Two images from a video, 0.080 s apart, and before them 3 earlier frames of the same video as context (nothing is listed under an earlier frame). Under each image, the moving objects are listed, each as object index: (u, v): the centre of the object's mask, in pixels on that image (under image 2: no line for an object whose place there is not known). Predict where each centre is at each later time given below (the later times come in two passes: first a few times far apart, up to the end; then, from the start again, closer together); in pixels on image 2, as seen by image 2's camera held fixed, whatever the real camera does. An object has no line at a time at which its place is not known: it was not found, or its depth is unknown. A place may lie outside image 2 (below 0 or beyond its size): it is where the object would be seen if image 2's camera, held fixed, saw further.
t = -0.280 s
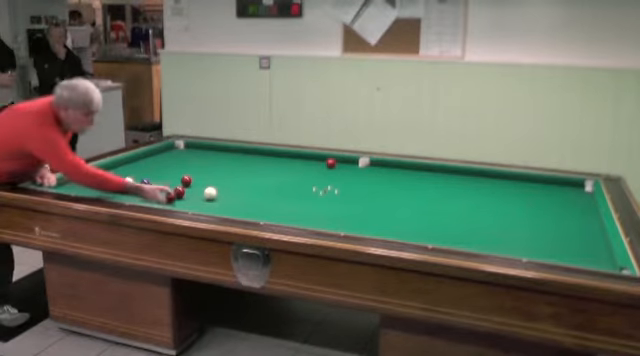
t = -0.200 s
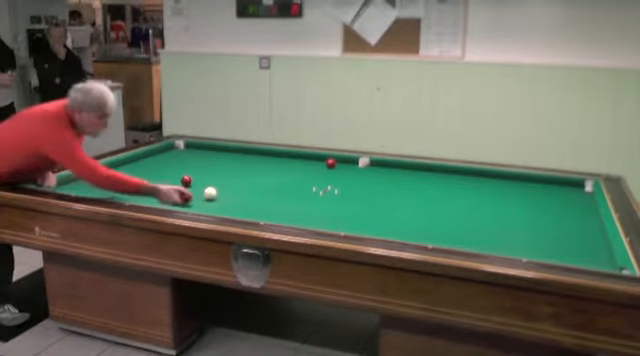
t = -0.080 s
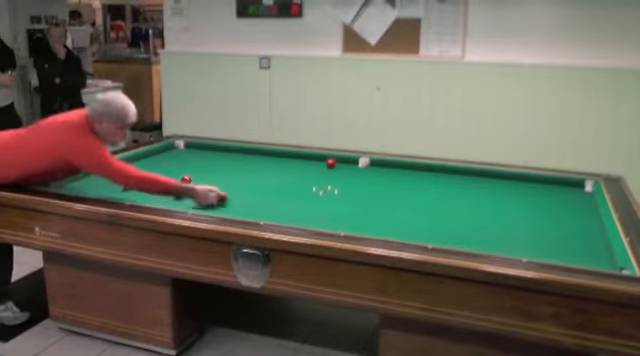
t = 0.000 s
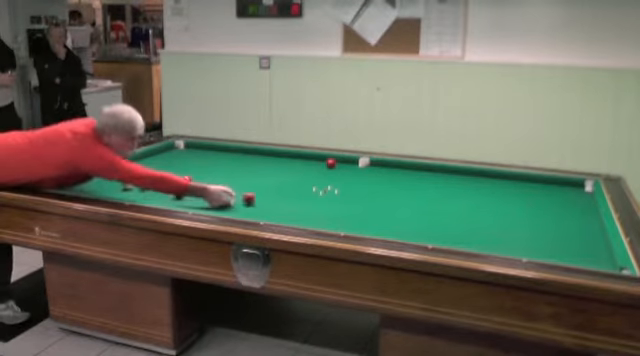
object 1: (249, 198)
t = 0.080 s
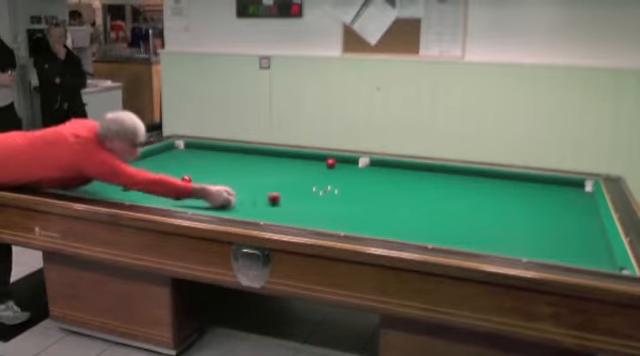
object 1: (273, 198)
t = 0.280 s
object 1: (328, 197)
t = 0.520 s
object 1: (389, 197)
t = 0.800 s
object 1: (456, 196)
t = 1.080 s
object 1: (518, 195)
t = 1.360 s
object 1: (575, 194)
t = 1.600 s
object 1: (563, 188)
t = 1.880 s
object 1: (532, 181)
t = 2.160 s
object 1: (505, 177)
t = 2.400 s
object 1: (483, 176)
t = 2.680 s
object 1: (457, 176)
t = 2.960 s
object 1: (432, 176)
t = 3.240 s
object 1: (407, 175)
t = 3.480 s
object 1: (385, 175)
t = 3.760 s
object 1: (361, 175)
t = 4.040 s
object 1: (337, 175)
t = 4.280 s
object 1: (317, 174)
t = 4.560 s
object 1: (294, 174)
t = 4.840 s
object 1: (271, 174)
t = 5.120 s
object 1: (250, 174)
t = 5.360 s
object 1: (232, 173)
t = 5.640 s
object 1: (212, 173)
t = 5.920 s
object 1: (192, 173)
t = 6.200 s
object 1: (174, 172)
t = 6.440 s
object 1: (159, 172)
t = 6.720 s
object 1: (142, 172)
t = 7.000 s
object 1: (125, 172)
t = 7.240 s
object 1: (112, 172)
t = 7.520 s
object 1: (98, 171)
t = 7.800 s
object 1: (95, 171)
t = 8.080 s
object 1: (97, 173)
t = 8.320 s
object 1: (99, 174)
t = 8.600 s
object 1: (103, 177)
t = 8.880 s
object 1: (105, 178)
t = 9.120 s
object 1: (107, 180)
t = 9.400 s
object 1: (109, 181)
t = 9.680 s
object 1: (111, 181)
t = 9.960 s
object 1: (112, 182)
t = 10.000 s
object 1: (112, 182)
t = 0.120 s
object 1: (286, 198)
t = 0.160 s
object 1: (297, 198)
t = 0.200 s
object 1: (307, 198)
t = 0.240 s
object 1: (318, 197)
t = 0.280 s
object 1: (328, 197)
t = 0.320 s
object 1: (339, 197)
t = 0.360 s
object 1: (349, 197)
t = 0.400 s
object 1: (359, 197)
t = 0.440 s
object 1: (369, 197)
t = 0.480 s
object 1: (379, 197)
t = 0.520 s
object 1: (389, 197)
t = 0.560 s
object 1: (399, 197)
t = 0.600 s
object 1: (409, 196)
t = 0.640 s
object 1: (419, 197)
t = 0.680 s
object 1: (428, 196)
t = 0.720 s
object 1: (437, 196)
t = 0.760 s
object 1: (447, 196)
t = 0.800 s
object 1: (456, 196)
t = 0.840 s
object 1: (465, 196)
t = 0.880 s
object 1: (475, 196)
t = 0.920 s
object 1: (483, 195)
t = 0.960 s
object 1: (492, 195)
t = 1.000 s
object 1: (501, 195)
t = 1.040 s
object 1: (510, 195)
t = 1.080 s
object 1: (518, 195)
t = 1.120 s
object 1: (527, 195)
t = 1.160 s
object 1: (535, 195)
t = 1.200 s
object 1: (544, 194)
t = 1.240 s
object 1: (551, 194)
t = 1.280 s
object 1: (560, 194)
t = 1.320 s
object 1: (568, 194)
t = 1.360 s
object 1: (575, 194)
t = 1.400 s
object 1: (583, 194)
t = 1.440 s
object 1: (586, 193)
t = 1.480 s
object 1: (579, 192)
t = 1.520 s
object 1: (573, 191)
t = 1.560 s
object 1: (569, 190)
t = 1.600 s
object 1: (563, 188)
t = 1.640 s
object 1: (558, 187)
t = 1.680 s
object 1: (554, 186)
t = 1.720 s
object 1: (549, 185)
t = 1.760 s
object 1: (545, 183)
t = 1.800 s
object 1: (540, 183)
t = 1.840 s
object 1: (536, 181)
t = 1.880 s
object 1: (532, 181)
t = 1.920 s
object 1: (528, 180)
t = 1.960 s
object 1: (524, 179)
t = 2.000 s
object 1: (519, 178)
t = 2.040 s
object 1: (516, 178)
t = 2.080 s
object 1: (512, 177)
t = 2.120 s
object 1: (509, 177)
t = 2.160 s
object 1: (505, 177)
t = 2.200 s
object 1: (501, 176)
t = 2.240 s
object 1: (498, 176)
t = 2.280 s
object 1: (495, 176)
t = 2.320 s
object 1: (491, 176)
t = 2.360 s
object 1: (487, 176)
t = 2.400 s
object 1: (483, 176)
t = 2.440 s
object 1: (479, 176)
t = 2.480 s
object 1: (476, 176)
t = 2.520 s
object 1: (472, 177)
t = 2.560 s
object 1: (468, 177)
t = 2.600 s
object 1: (465, 176)
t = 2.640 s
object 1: (461, 176)
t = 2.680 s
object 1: (457, 176)
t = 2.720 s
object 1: (454, 176)
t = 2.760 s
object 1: (450, 176)
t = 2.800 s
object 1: (446, 176)
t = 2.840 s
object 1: (443, 176)
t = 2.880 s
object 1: (439, 177)
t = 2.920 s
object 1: (436, 177)
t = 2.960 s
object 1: (432, 176)
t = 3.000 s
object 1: (428, 176)
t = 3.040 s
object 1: (425, 176)
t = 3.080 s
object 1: (422, 176)
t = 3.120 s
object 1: (418, 176)
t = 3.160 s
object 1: (414, 176)
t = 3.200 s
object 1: (410, 175)
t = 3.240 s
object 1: (407, 175)
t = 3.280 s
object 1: (403, 175)
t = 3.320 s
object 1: (400, 175)
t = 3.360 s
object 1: (396, 175)
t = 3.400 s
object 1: (393, 175)
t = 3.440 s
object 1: (389, 175)
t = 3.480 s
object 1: (385, 175)
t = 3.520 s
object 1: (382, 175)
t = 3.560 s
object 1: (378, 175)
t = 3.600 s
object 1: (375, 175)
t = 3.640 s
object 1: (371, 175)
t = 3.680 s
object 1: (368, 175)
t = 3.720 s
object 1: (365, 175)
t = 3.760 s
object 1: (361, 175)
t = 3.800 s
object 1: (358, 175)
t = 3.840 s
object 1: (354, 175)
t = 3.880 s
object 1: (350, 175)
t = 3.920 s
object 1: (347, 175)
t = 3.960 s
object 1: (344, 175)
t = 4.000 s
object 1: (340, 175)
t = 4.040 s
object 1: (337, 175)
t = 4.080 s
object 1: (334, 175)
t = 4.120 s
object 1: (330, 175)
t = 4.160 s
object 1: (326, 175)
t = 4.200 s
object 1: (323, 175)
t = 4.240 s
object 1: (320, 175)
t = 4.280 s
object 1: (317, 174)
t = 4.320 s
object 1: (313, 174)
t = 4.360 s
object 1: (310, 175)
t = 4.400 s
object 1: (306, 174)
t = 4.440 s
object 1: (303, 174)
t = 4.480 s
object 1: (300, 174)
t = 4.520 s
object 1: (297, 174)
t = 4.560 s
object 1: (294, 174)
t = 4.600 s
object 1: (290, 174)
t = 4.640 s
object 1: (287, 174)
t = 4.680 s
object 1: (284, 174)
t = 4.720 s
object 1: (281, 174)
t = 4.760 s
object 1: (278, 174)
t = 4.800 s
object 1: (274, 174)
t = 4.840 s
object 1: (271, 174)
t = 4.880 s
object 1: (269, 174)
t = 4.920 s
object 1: (265, 174)
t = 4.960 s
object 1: (262, 174)
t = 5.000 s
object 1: (259, 174)
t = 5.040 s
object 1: (256, 174)
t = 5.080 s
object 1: (253, 174)
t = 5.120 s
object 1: (250, 174)
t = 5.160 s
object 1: (247, 174)
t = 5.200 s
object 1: (244, 174)
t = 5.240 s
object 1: (241, 173)
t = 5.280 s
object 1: (238, 173)
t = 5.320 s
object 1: (235, 174)
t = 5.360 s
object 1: (232, 173)
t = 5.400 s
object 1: (229, 174)
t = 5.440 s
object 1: (226, 174)
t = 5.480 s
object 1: (223, 174)
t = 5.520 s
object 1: (220, 174)
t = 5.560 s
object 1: (217, 174)
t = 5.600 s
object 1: (214, 173)
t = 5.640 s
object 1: (212, 173)
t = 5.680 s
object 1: (209, 173)
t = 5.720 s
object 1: (207, 173)
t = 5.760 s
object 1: (204, 173)
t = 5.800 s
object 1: (201, 173)
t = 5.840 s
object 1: (198, 173)
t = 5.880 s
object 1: (195, 173)
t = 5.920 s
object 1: (192, 173)
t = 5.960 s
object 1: (190, 172)
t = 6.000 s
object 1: (188, 171)
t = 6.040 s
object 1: (184, 171)
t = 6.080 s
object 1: (182, 172)
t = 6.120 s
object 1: (179, 172)
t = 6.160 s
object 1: (176, 172)
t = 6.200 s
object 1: (174, 172)
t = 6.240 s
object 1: (171, 172)
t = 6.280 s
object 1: (169, 172)
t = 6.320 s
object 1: (166, 172)
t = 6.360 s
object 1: (163, 172)
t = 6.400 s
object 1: (161, 172)
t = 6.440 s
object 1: (159, 172)
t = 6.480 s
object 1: (156, 172)
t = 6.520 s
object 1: (154, 172)
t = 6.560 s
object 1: (151, 172)
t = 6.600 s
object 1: (149, 172)
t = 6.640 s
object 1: (146, 172)
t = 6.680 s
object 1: (144, 172)
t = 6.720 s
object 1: (142, 172)
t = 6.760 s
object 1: (139, 172)
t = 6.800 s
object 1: (137, 172)
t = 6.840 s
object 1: (134, 172)
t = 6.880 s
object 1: (132, 172)
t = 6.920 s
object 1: (130, 172)
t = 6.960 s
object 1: (128, 171)
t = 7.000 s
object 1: (125, 172)
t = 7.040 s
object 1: (123, 171)
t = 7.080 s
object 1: (121, 171)
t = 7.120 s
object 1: (118, 171)
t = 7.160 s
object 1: (116, 172)
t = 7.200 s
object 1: (114, 172)
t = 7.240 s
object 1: (112, 172)
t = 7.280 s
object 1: (111, 171)
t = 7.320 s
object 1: (109, 171)
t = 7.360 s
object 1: (105, 171)
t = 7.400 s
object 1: (104, 171)
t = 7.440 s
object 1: (102, 171)
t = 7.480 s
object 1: (100, 171)
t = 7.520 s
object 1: (98, 171)
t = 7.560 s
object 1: (96, 171)
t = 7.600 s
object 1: (96, 170)
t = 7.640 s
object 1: (96, 171)
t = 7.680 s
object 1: (96, 170)
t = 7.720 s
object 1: (95, 171)
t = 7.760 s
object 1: (96, 171)
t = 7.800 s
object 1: (95, 171)
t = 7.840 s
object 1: (96, 172)
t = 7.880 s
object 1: (96, 172)
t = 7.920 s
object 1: (96, 173)
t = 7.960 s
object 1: (96, 173)
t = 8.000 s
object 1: (97, 173)
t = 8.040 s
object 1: (96, 173)
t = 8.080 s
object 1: (97, 173)
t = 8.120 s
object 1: (97, 173)
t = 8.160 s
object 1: (98, 173)
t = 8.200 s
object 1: (98, 173)
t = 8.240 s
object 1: (99, 174)
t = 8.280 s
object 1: (99, 174)
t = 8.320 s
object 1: (99, 174)
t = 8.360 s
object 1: (99, 174)
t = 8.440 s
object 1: (100, 175)
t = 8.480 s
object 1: (102, 176)
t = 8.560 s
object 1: (102, 176)
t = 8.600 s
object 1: (103, 177)
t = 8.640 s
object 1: (103, 177)
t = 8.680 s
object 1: (103, 177)
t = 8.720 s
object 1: (104, 177)
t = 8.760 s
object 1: (105, 178)
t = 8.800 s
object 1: (105, 178)
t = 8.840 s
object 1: (105, 178)
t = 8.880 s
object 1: (105, 178)
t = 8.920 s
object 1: (105, 178)
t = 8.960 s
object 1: (106, 178)
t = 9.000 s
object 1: (106, 179)
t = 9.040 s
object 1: (106, 179)
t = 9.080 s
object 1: (106, 179)
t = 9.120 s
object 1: (107, 180)
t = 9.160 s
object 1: (107, 180)
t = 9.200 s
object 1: (107, 180)
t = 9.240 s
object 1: (108, 180)
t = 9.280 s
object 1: (108, 180)
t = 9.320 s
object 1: (109, 181)
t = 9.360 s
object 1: (109, 181)
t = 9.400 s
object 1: (109, 181)
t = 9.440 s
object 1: (109, 181)
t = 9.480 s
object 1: (110, 181)
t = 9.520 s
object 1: (110, 181)
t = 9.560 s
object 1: (110, 181)
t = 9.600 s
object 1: (110, 181)
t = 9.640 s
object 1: (111, 181)
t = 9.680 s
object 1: (111, 181)
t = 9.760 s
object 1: (111, 182)
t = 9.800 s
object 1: (111, 182)
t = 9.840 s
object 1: (111, 182)
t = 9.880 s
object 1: (111, 182)
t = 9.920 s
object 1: (112, 182)
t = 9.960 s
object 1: (112, 182)
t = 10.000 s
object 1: (112, 182)
